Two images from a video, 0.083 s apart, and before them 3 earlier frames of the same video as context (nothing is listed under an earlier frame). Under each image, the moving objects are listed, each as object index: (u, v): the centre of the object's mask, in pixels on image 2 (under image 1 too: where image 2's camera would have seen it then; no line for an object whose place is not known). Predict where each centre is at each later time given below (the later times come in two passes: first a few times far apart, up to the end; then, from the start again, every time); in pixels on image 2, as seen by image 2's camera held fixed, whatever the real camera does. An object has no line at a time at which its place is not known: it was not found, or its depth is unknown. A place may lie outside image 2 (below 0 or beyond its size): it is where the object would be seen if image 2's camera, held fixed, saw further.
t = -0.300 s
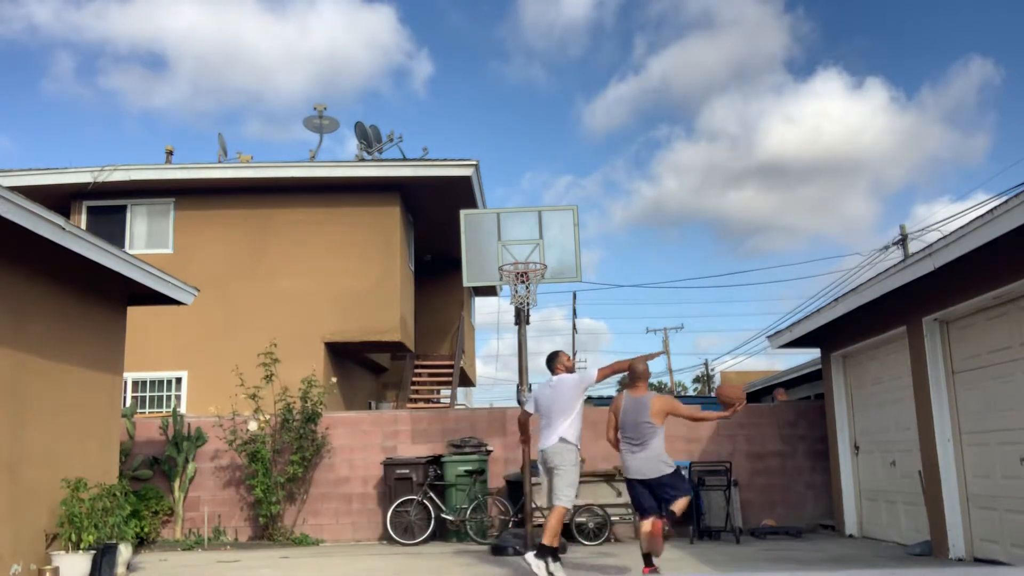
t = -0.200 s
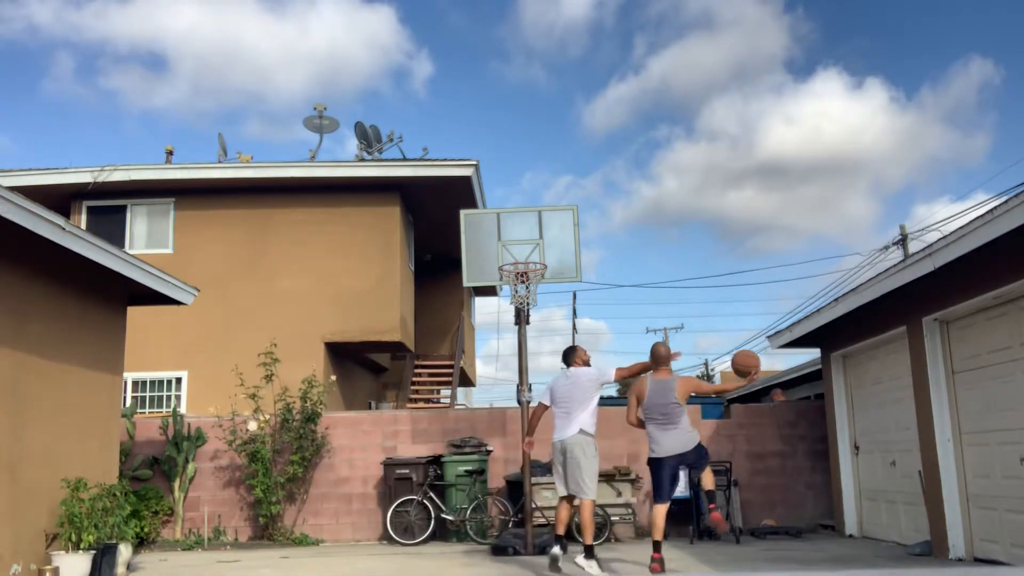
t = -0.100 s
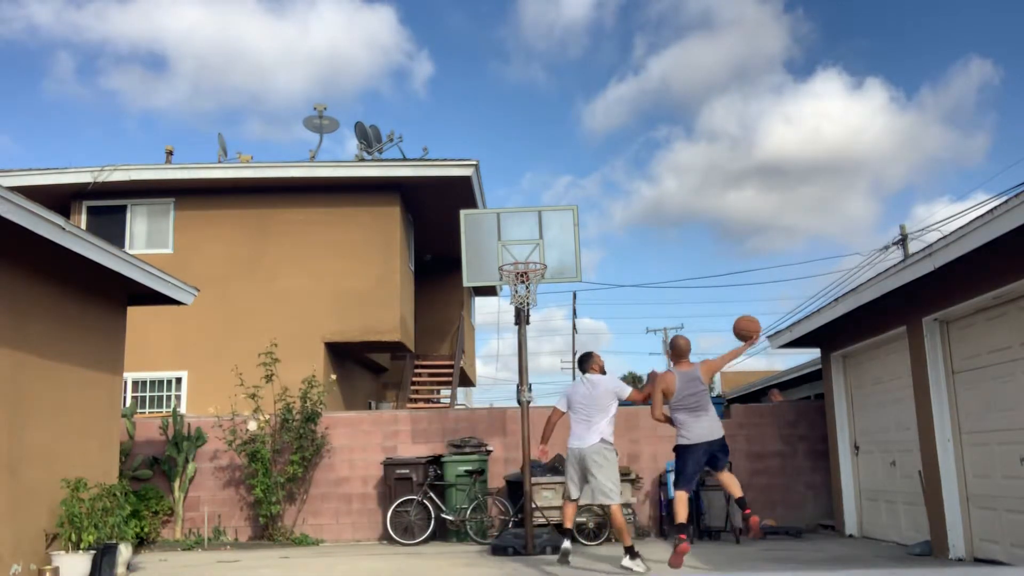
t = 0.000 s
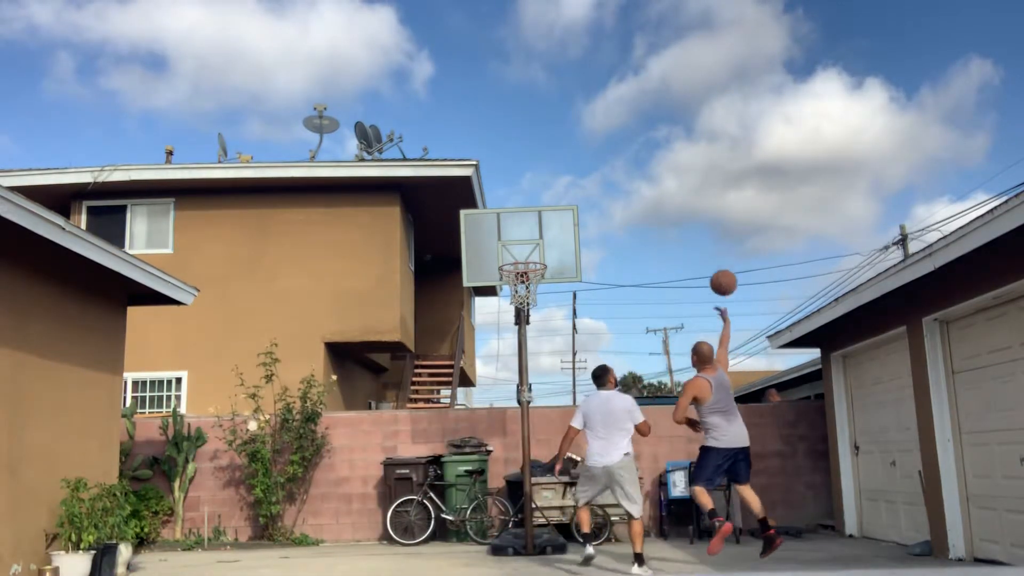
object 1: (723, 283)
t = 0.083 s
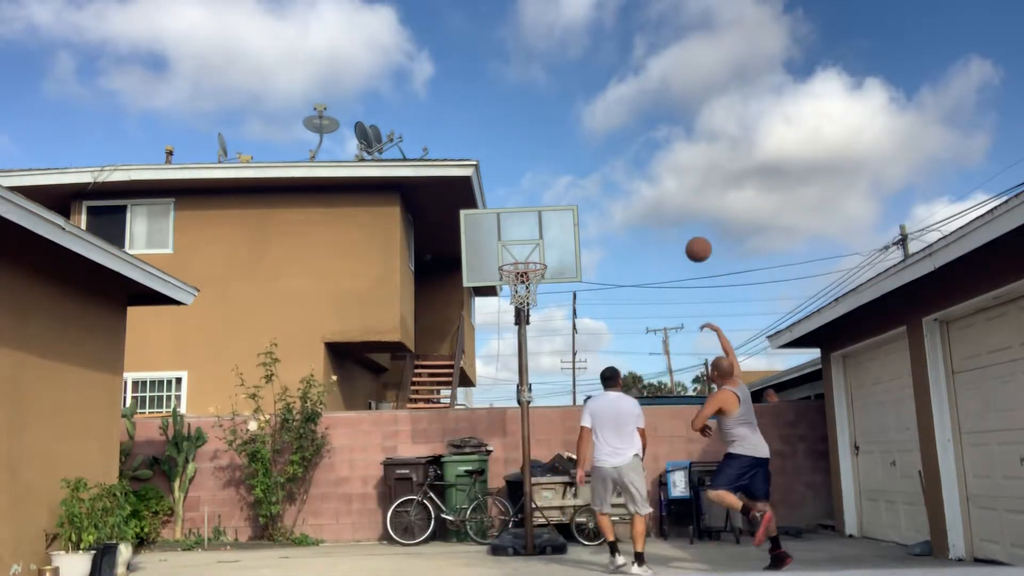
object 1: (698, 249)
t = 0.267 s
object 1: (649, 206)
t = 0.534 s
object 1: (590, 203)
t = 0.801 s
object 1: (551, 239)
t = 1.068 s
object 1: (528, 257)
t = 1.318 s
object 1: (509, 285)
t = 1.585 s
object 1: (526, 311)
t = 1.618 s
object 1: (529, 314)
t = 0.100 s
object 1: (694, 244)
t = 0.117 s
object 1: (689, 239)
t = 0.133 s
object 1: (684, 234)
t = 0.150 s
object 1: (680, 229)
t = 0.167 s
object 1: (675, 225)
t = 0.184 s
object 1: (671, 221)
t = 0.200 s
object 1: (666, 217)
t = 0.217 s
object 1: (662, 214)
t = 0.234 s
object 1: (658, 211)
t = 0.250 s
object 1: (654, 208)
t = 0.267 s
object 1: (649, 206)
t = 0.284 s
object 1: (645, 204)
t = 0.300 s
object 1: (641, 202)
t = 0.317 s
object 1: (637, 200)
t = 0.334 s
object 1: (633, 199)
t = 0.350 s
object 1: (629, 198)
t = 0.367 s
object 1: (626, 197)
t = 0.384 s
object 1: (622, 197)
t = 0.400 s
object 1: (618, 196)
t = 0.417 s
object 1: (614, 196)
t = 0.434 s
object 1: (611, 197)
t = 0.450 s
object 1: (607, 197)
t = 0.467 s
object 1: (604, 198)
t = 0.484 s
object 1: (600, 199)
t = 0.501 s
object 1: (597, 200)
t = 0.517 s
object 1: (593, 202)
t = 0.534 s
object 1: (590, 203)
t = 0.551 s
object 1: (586, 205)
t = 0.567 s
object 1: (583, 207)
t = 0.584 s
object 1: (580, 210)
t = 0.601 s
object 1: (576, 212)
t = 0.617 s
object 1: (573, 215)
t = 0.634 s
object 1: (570, 218)
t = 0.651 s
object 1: (568, 219)
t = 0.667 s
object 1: (566, 220)
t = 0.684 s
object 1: (565, 222)
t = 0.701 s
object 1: (563, 224)
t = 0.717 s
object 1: (560, 226)
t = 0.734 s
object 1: (559, 228)
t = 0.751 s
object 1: (557, 230)
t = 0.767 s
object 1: (555, 233)
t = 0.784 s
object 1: (553, 236)
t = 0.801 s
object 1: (551, 239)
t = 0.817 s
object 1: (549, 243)
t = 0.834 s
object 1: (547, 247)
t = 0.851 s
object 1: (546, 251)
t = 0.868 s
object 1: (544, 255)
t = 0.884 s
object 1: (542, 256)
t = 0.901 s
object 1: (541, 255)
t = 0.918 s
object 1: (540, 255)
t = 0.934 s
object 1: (539, 254)
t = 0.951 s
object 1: (537, 254)
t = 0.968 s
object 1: (536, 254)
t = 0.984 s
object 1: (535, 254)
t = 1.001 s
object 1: (533, 254)
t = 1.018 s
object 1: (532, 255)
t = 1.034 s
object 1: (531, 256)
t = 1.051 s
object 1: (529, 256)
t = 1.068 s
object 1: (528, 257)
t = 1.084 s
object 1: (526, 258)
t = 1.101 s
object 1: (524, 264)
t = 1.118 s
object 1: (523, 265)
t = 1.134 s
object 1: (522, 266)
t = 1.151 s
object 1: (521, 268)
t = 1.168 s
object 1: (520, 270)
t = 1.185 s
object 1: (518, 272)
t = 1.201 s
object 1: (517, 274)
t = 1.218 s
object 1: (516, 276)
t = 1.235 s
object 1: (515, 278)
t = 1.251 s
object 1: (513, 281)
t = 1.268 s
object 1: (510, 282)
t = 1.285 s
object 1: (509, 283)
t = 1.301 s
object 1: (509, 285)
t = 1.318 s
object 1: (509, 285)
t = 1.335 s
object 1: (509, 286)
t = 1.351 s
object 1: (508, 287)
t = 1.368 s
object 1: (508, 289)
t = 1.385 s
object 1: (508, 287)
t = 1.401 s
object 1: (510, 294)
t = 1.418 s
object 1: (511, 296)
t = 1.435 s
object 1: (512, 296)
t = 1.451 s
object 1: (513, 298)
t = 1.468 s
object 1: (514, 299)
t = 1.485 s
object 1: (517, 301)
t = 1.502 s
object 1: (520, 306)
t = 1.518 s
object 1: (522, 307)
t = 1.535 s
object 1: (523, 308)
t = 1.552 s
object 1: (524, 308)
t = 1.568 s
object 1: (525, 309)
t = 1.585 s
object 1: (526, 311)
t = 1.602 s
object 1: (528, 312)
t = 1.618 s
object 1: (529, 314)
